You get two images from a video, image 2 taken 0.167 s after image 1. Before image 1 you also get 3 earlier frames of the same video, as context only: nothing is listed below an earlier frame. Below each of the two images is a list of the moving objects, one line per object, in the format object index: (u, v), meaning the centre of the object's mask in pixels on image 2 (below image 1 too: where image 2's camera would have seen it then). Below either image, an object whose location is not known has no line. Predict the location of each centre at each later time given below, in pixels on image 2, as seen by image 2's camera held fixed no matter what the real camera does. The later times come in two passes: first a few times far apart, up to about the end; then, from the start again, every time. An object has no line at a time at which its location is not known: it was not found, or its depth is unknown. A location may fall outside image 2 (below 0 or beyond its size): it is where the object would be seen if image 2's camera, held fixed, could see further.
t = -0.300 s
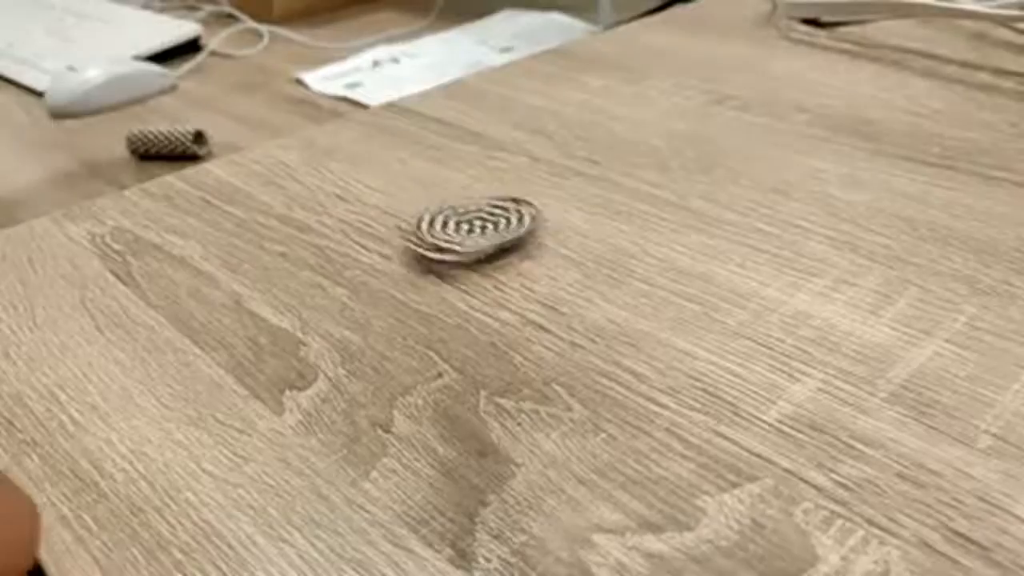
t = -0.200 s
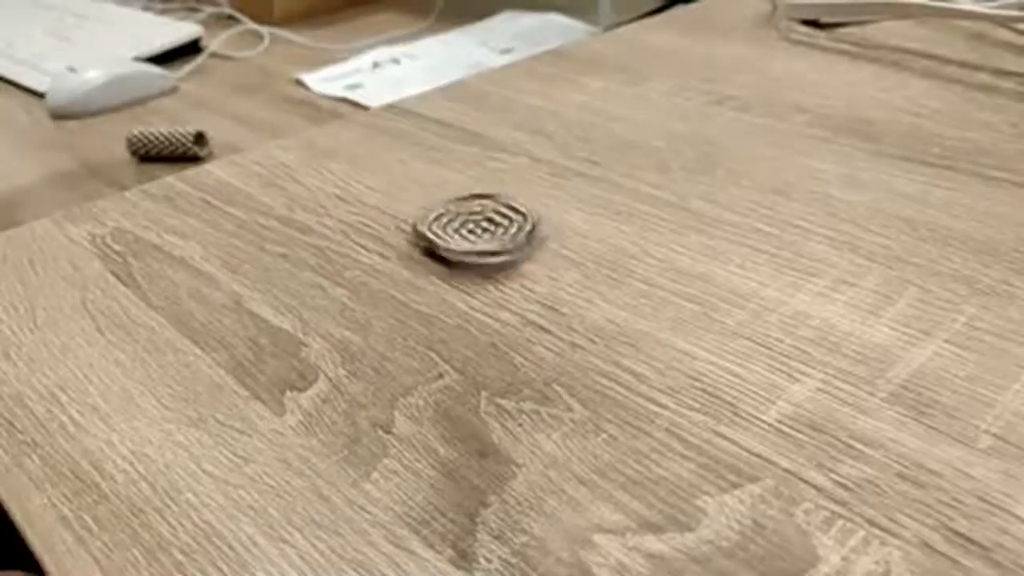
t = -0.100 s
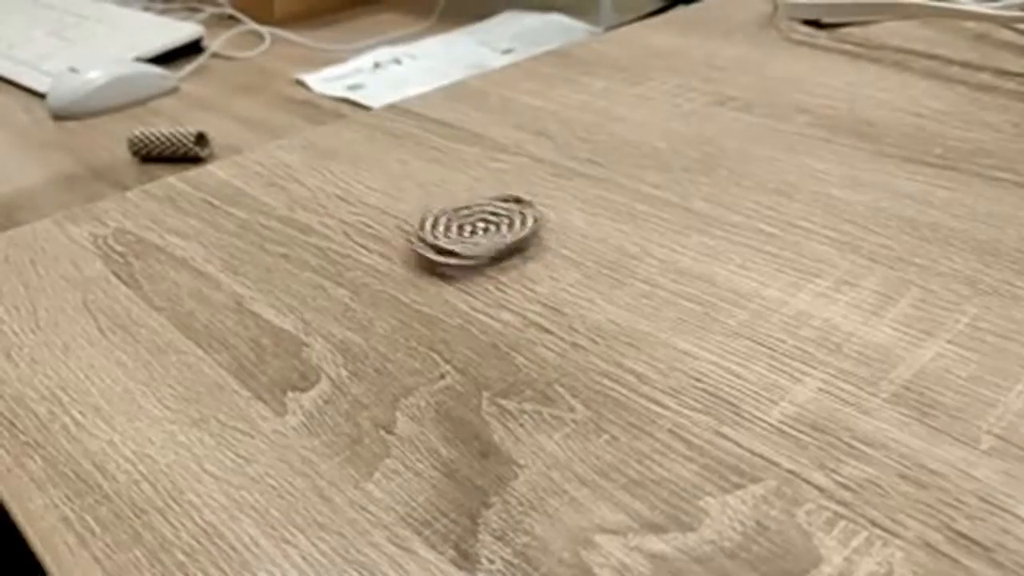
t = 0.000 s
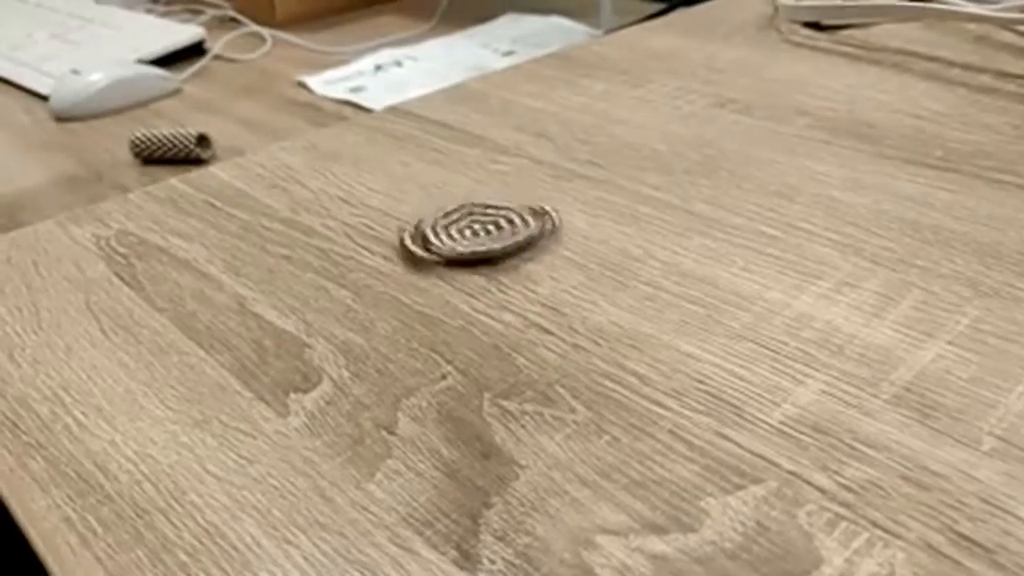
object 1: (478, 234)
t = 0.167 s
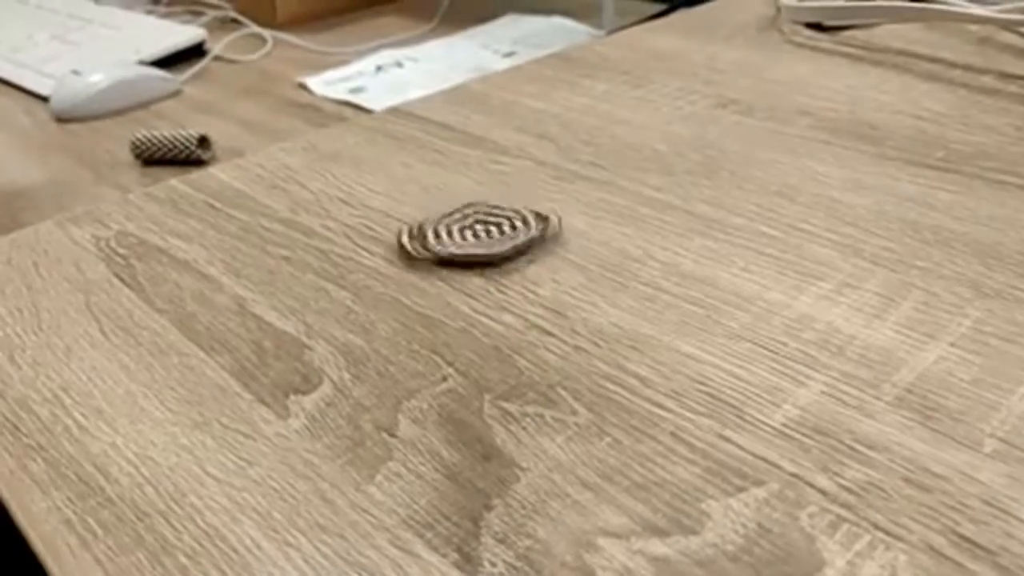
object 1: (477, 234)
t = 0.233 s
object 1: (478, 235)
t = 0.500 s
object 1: (477, 234)
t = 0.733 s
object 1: (477, 235)
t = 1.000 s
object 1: (482, 234)
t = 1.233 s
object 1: (483, 234)
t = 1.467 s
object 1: (482, 234)
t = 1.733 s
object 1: (477, 233)
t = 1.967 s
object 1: (478, 235)
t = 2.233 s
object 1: (485, 235)
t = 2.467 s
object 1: (479, 237)
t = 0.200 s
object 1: (481, 233)
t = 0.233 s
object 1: (478, 235)
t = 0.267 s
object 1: (480, 234)
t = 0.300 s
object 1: (482, 234)
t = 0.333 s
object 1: (479, 234)
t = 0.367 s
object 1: (483, 235)
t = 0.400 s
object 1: (476, 235)
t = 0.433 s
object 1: (483, 234)
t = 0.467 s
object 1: (479, 237)
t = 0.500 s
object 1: (477, 234)
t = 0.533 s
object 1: (481, 235)
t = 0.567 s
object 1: (477, 235)
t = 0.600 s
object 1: (483, 235)
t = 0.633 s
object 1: (478, 235)
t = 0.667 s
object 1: (481, 233)
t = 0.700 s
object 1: (479, 235)
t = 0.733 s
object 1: (477, 235)
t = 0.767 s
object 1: (482, 234)
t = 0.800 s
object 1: (477, 235)
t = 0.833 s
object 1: (483, 233)
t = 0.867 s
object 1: (478, 236)
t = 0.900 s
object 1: (480, 234)
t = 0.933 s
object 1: (481, 234)
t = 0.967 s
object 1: (478, 233)
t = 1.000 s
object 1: (482, 234)
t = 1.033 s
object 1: (477, 235)
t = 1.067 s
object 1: (483, 234)
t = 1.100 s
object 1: (480, 235)
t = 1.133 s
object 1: (480, 234)
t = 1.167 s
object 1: (480, 234)
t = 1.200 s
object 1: (477, 234)
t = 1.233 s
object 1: (483, 234)
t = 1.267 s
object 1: (478, 235)
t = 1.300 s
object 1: (482, 234)
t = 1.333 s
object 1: (478, 236)
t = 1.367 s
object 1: (480, 233)
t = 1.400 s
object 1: (480, 235)
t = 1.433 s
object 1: (477, 234)
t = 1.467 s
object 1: (482, 234)
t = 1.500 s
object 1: (477, 235)
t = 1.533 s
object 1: (483, 233)
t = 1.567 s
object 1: (476, 235)
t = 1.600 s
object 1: (482, 233)
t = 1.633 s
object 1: (479, 236)
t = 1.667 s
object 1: (478, 233)
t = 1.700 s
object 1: (480, 234)
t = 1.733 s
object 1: (477, 233)
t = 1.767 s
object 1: (483, 234)
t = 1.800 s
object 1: (476, 234)
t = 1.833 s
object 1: (479, 234)
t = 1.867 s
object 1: (482, 234)
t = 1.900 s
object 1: (477, 235)
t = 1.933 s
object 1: (483, 235)
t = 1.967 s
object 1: (478, 235)
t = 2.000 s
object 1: (485, 234)
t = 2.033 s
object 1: (478, 235)
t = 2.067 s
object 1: (483, 234)
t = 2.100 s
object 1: (482, 235)
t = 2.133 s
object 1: (481, 234)
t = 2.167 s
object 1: (482, 234)
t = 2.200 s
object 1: (481, 234)
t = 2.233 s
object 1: (485, 235)
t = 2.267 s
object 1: (478, 235)
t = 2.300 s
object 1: (484, 234)
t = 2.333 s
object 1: (480, 235)
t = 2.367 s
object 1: (486, 234)
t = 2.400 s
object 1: (478, 236)
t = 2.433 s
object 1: (486, 234)
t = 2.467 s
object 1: (479, 237)
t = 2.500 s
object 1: (483, 233)
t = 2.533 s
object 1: (483, 235)
